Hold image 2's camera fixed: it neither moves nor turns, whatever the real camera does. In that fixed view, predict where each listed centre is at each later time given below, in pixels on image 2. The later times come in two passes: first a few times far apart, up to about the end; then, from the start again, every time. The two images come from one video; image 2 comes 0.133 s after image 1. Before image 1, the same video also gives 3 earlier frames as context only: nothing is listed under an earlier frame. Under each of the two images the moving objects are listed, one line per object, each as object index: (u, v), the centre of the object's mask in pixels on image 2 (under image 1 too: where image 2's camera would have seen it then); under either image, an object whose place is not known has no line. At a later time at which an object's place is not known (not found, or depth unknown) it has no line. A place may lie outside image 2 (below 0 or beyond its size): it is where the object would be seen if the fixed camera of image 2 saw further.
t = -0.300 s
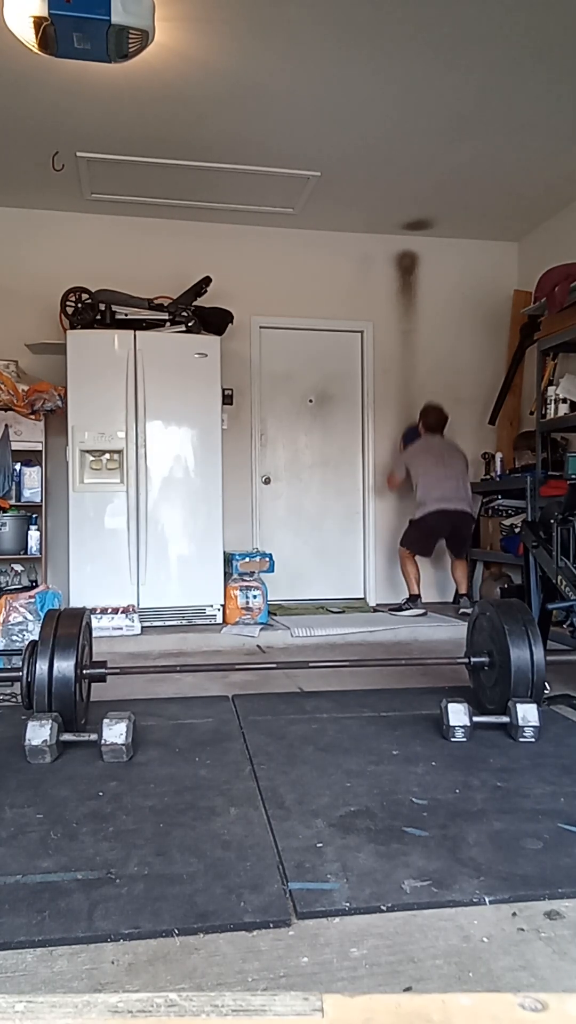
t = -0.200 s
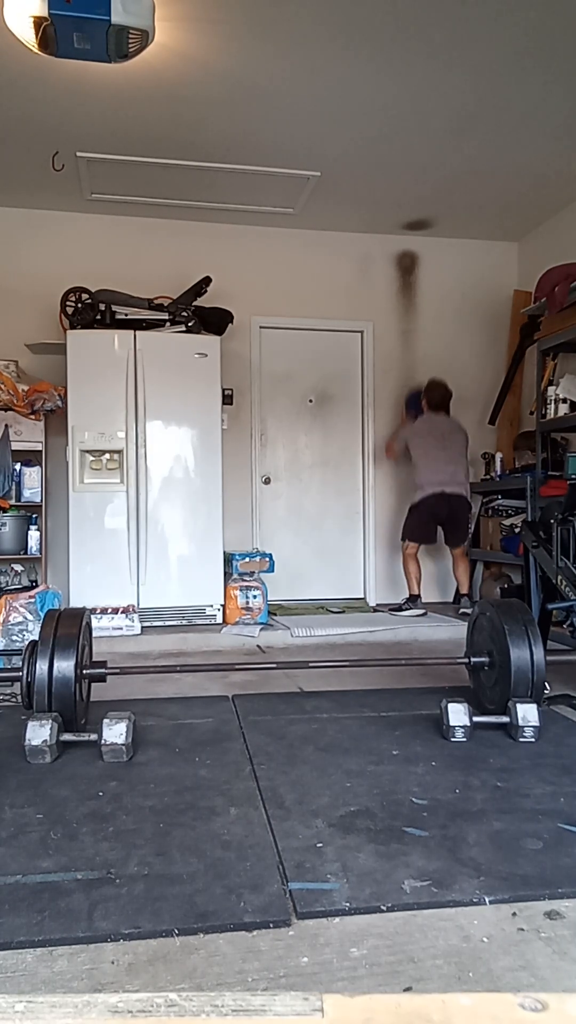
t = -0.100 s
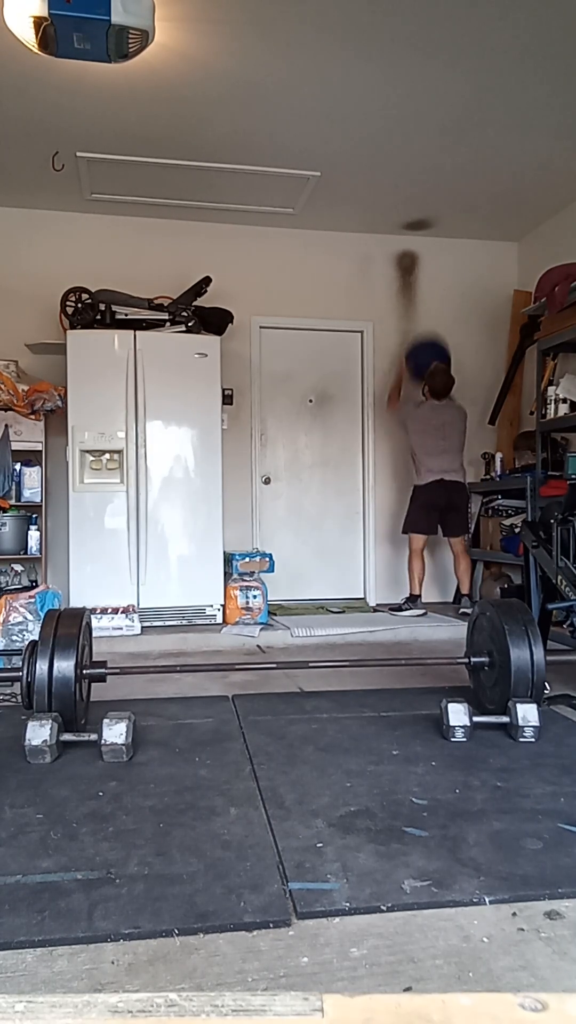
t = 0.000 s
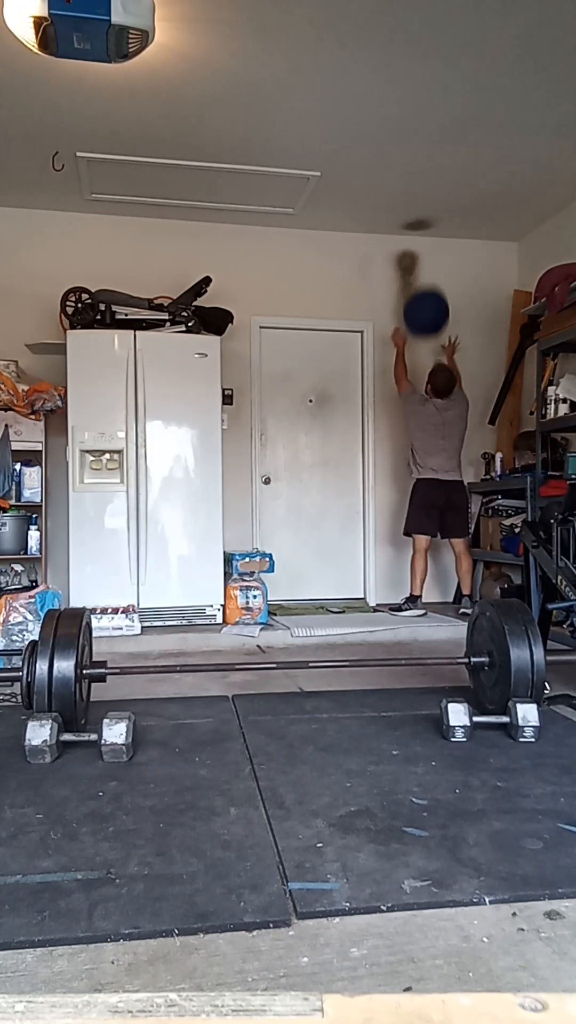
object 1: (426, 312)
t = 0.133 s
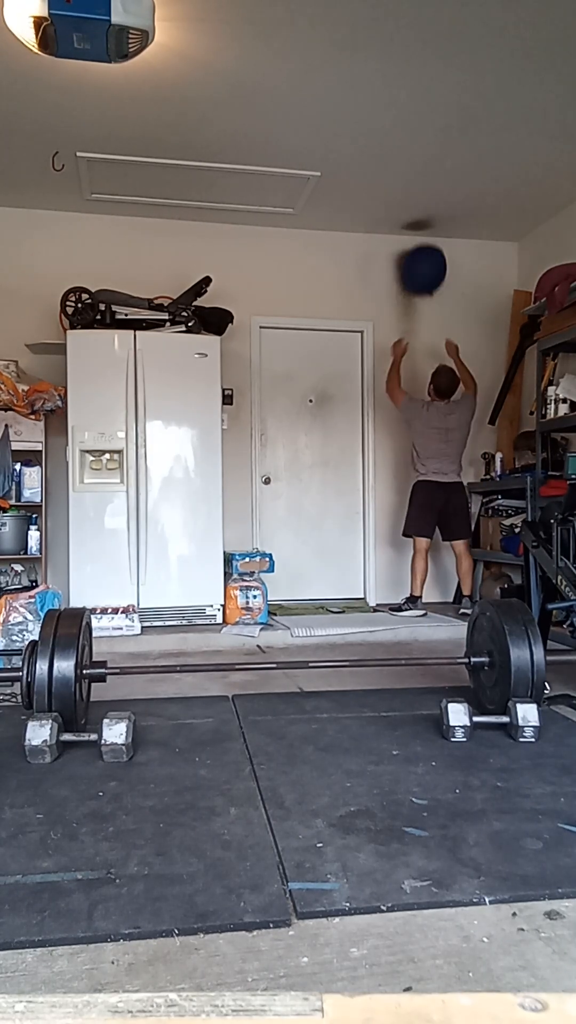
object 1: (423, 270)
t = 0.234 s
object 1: (421, 254)
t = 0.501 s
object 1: (426, 279)
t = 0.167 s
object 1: (422, 263)
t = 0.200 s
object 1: (421, 258)
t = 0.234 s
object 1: (421, 254)
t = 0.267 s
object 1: (421, 252)
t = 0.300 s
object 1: (421, 252)
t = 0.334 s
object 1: (421, 253)
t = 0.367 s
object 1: (422, 255)
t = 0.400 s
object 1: (423, 259)
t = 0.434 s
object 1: (423, 264)
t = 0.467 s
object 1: (425, 271)
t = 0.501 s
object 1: (426, 279)
